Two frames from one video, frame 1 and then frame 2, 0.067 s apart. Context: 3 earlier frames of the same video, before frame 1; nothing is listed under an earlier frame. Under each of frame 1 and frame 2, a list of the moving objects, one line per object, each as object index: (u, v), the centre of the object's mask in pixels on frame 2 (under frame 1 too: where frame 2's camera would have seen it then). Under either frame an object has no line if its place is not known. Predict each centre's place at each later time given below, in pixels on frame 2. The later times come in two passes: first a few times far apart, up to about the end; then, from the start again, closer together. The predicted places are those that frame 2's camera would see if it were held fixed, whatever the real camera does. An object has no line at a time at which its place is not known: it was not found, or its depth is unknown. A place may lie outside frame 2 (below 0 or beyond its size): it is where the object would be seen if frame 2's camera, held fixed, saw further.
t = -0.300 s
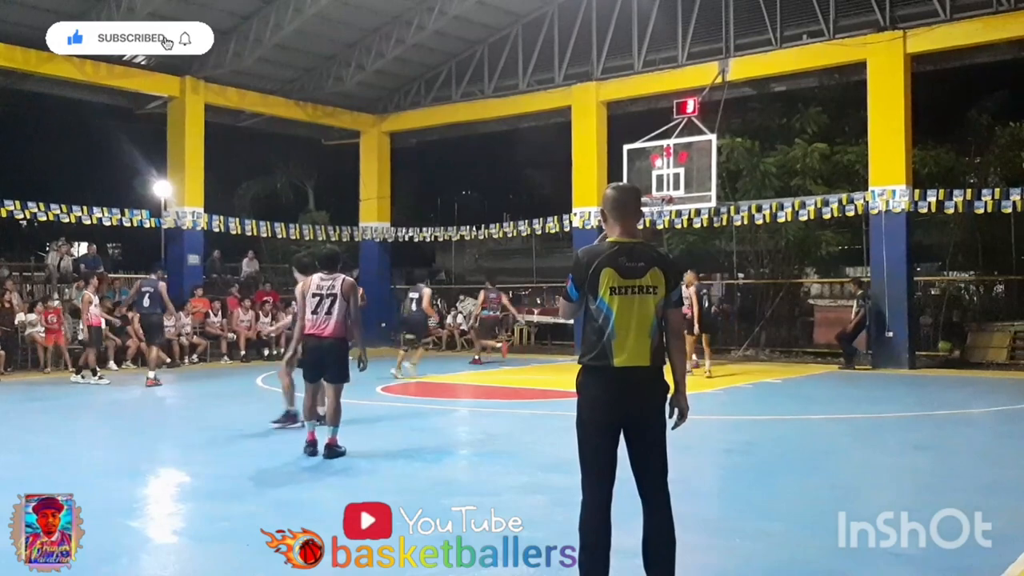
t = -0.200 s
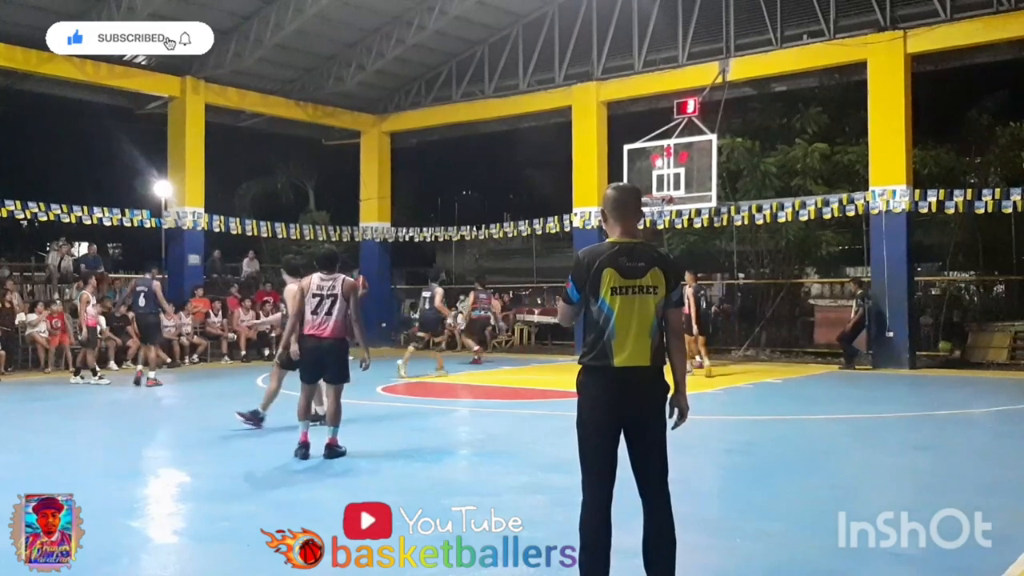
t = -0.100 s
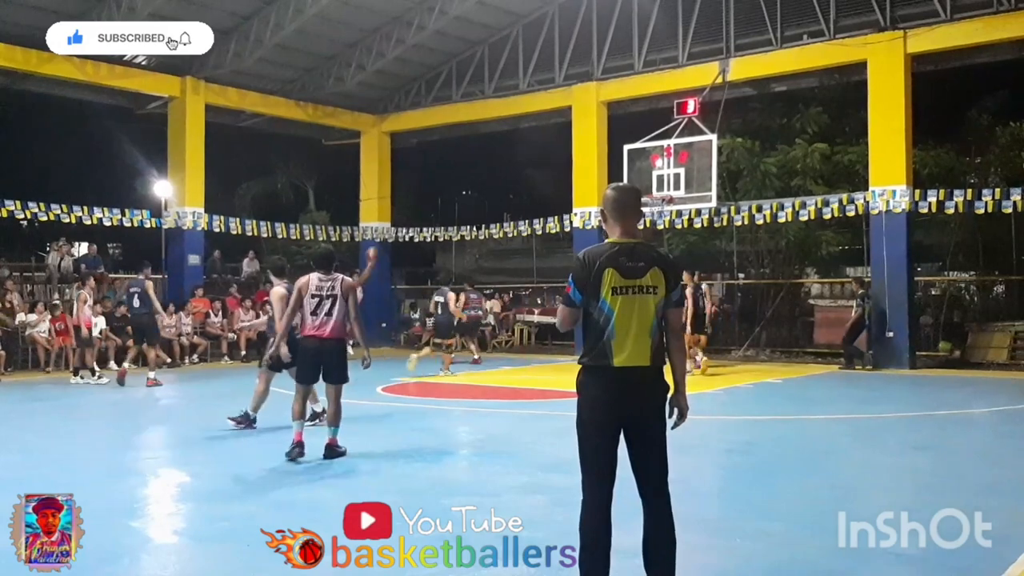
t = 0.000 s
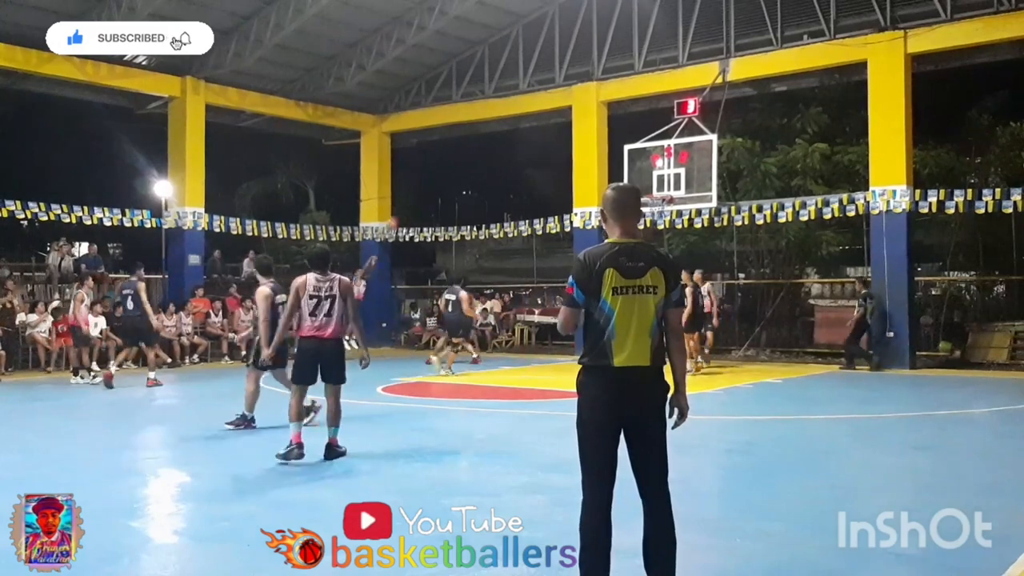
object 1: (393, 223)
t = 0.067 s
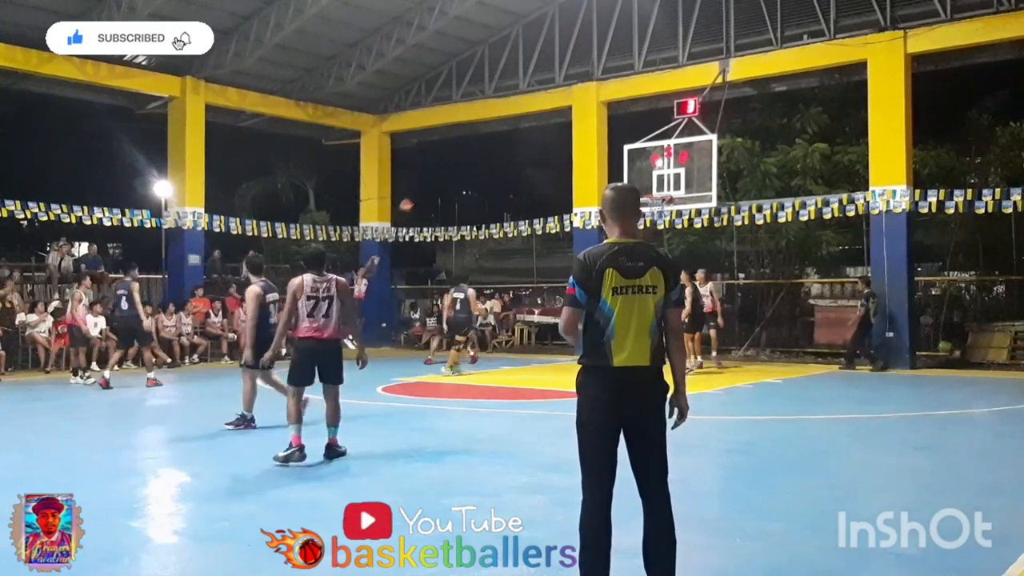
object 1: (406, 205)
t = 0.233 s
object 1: (441, 169)
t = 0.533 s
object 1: (507, 134)
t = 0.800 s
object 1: (568, 141)
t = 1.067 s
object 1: (635, 187)
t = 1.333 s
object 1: (613, 171)
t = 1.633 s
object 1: (575, 192)
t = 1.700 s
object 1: (570, 201)
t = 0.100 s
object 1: (412, 197)
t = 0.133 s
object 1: (419, 189)
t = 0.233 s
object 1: (441, 169)
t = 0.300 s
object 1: (455, 158)
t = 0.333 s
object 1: (462, 153)
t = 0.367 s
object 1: (469, 148)
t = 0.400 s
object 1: (477, 144)
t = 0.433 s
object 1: (485, 141)
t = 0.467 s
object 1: (492, 138)
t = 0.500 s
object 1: (499, 136)
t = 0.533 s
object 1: (507, 134)
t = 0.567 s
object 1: (514, 133)
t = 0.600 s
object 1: (522, 133)
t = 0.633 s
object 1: (529, 133)
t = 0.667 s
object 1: (537, 133)
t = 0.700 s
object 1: (544, 134)
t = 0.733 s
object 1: (553, 136)
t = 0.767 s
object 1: (561, 138)
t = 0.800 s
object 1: (568, 141)
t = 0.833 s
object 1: (576, 145)
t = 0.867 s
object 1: (586, 149)
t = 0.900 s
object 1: (594, 154)
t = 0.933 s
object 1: (602, 159)
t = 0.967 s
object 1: (610, 165)
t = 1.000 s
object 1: (616, 171)
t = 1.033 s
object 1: (625, 178)
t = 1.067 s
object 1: (635, 187)
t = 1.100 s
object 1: (639, 191)
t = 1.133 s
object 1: (636, 186)
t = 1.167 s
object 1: (633, 182)
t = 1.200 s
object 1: (629, 179)
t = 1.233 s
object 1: (624, 176)
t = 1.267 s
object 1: (620, 173)
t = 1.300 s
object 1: (616, 172)
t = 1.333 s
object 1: (613, 171)
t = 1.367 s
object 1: (610, 171)
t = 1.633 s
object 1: (575, 192)
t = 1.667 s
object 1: (572, 195)
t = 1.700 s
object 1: (570, 201)
